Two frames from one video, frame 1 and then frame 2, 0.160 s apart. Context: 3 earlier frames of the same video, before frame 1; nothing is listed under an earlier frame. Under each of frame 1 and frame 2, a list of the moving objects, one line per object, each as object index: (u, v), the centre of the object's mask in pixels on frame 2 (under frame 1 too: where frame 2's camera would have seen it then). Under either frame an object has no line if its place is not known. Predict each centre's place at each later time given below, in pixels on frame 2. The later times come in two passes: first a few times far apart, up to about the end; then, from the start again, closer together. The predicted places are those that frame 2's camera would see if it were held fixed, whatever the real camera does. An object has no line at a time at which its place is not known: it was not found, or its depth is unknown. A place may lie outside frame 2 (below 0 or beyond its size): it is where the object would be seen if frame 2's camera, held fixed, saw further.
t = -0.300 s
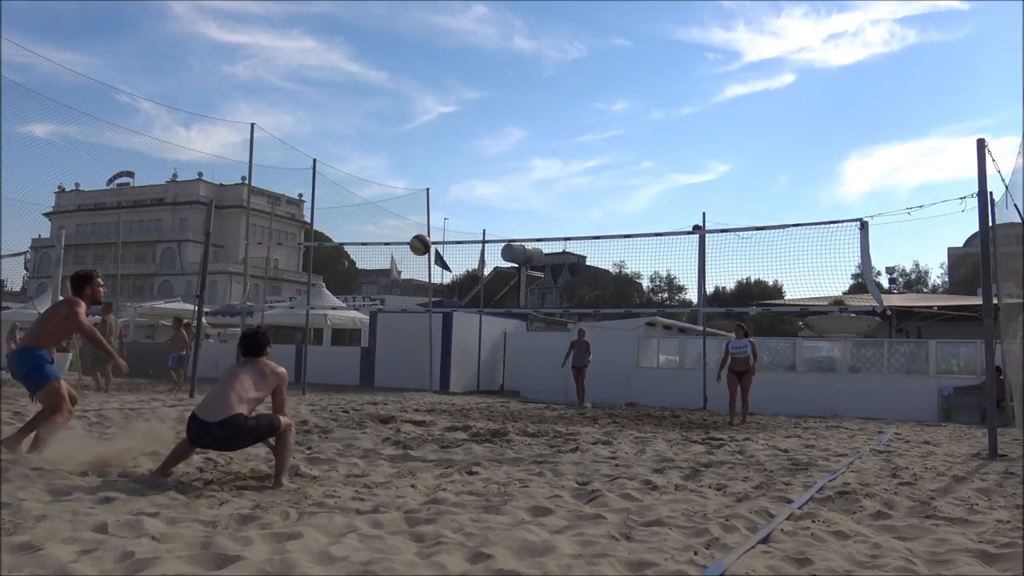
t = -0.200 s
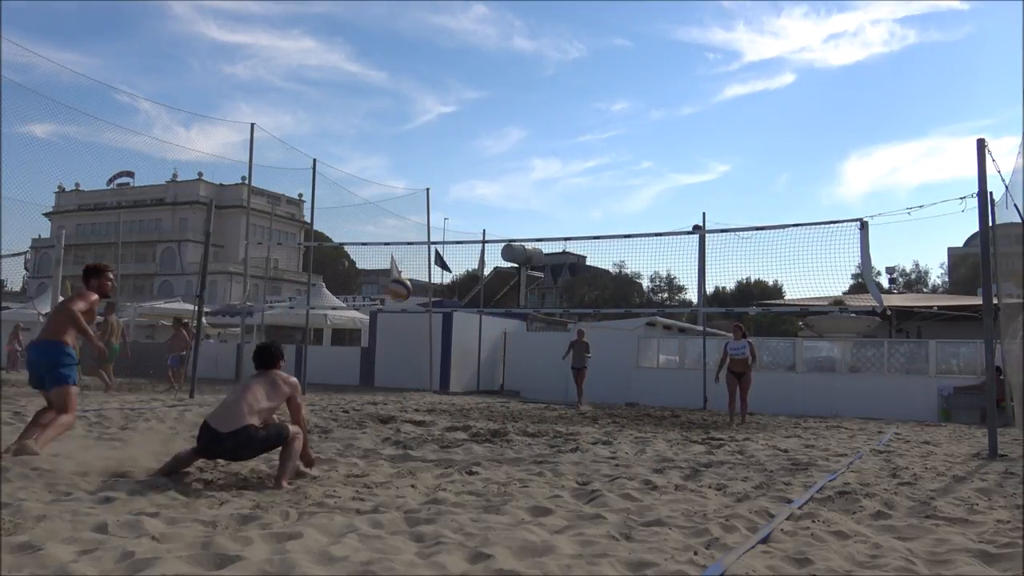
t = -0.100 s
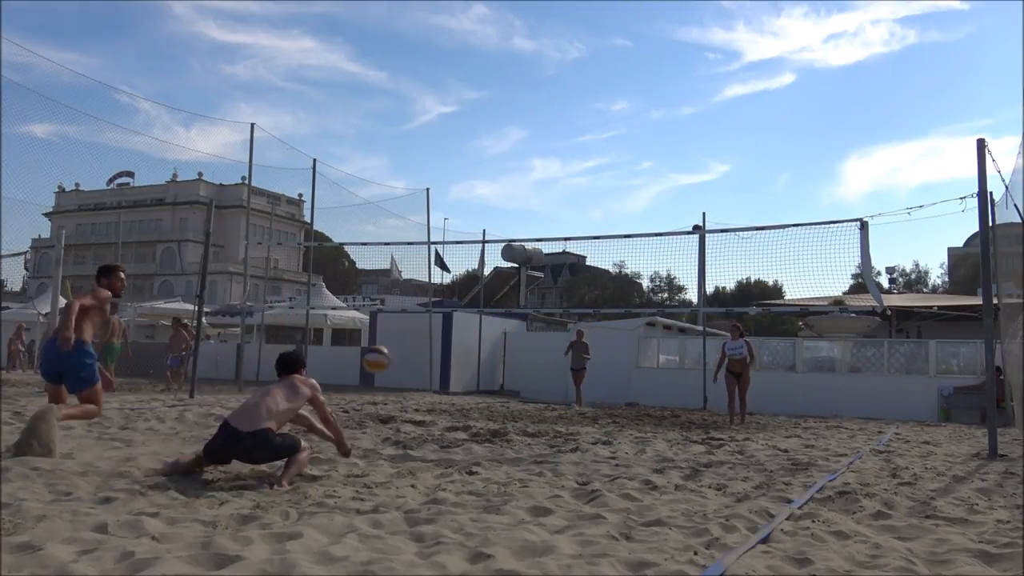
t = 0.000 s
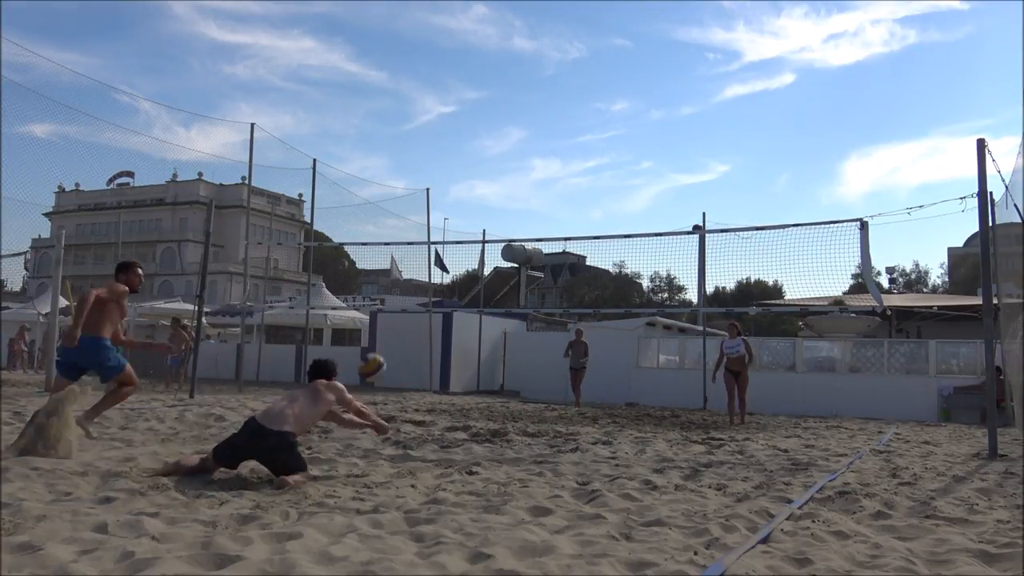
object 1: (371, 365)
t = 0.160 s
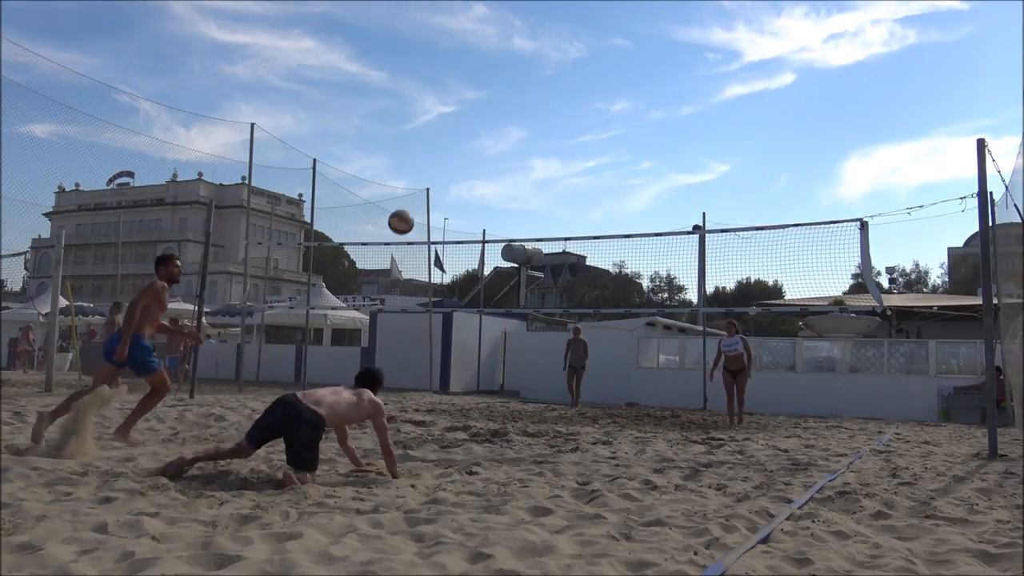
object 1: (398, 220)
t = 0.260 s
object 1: (412, 158)
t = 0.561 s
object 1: (445, 59)
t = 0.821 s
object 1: (463, 52)
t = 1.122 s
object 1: (477, 115)
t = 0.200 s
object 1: (406, 194)
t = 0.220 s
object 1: (407, 180)
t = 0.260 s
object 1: (412, 158)
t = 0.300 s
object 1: (418, 137)
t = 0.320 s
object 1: (420, 128)
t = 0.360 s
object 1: (426, 111)
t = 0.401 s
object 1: (428, 96)
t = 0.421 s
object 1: (432, 90)
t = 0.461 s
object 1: (436, 79)
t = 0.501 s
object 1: (439, 69)
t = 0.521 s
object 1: (441, 66)
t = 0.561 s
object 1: (445, 59)
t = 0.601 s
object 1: (449, 54)
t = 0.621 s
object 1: (450, 51)
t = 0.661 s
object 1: (453, 50)
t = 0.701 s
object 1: (455, 48)
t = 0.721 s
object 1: (457, 47)
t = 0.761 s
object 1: (459, 49)
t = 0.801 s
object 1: (461, 51)
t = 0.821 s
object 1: (463, 52)
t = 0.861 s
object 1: (465, 56)
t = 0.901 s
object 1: (467, 61)
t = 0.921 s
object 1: (468, 65)
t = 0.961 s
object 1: (470, 71)
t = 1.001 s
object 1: (471, 79)
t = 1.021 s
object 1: (472, 84)
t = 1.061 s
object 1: (475, 93)
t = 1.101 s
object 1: (476, 103)
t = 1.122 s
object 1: (477, 115)
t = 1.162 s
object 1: (478, 121)
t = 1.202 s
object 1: (480, 134)
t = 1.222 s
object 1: (481, 147)
